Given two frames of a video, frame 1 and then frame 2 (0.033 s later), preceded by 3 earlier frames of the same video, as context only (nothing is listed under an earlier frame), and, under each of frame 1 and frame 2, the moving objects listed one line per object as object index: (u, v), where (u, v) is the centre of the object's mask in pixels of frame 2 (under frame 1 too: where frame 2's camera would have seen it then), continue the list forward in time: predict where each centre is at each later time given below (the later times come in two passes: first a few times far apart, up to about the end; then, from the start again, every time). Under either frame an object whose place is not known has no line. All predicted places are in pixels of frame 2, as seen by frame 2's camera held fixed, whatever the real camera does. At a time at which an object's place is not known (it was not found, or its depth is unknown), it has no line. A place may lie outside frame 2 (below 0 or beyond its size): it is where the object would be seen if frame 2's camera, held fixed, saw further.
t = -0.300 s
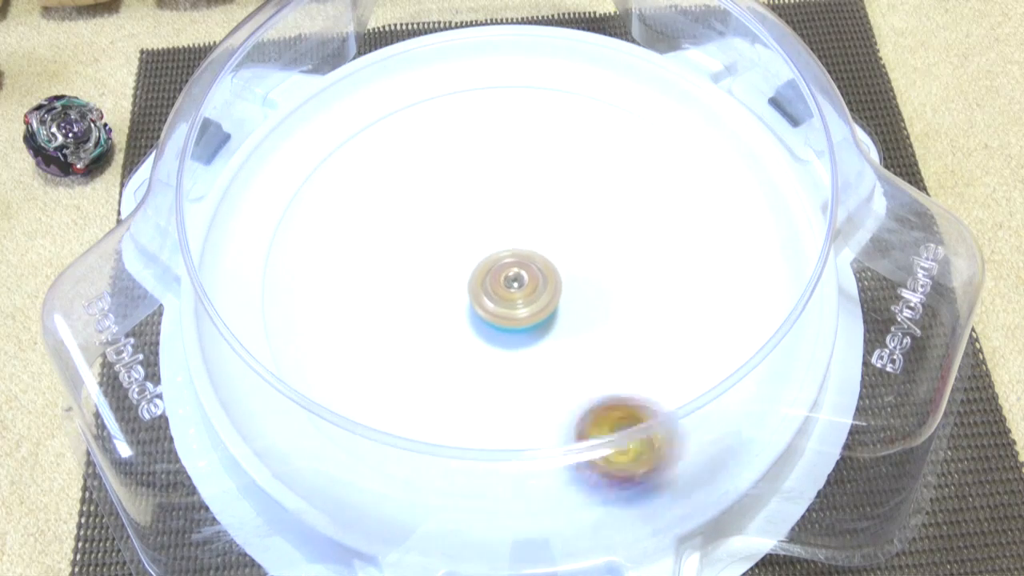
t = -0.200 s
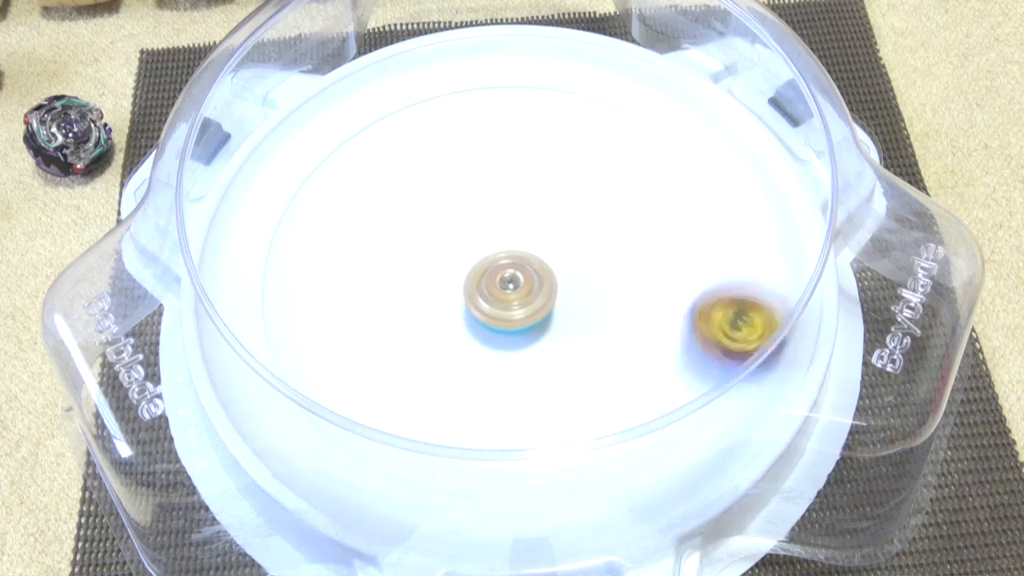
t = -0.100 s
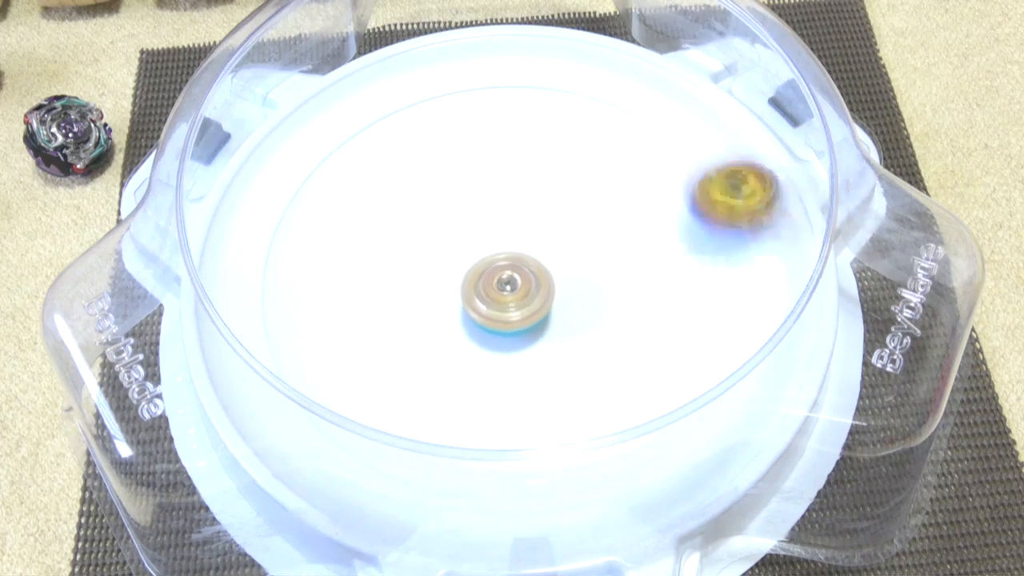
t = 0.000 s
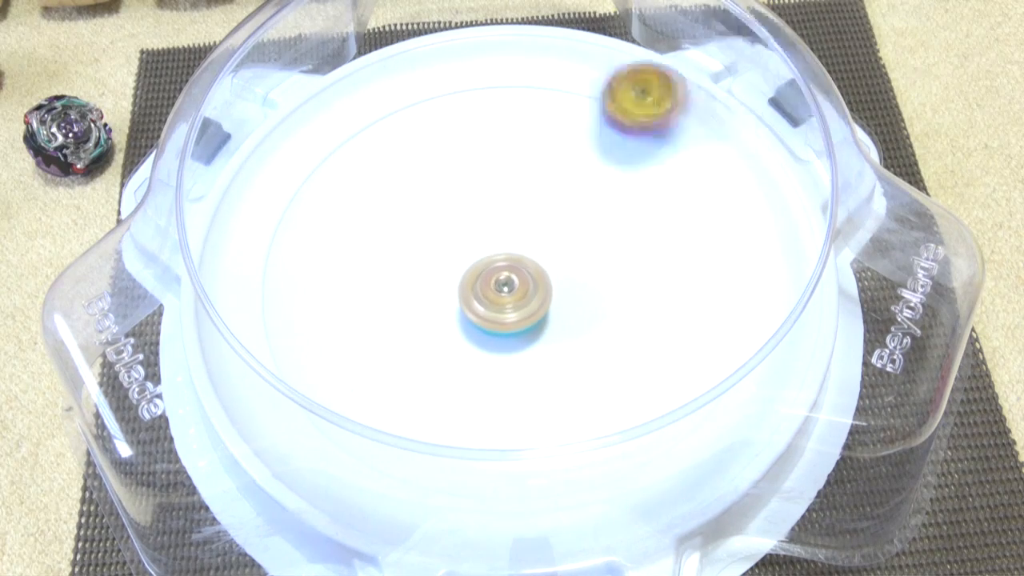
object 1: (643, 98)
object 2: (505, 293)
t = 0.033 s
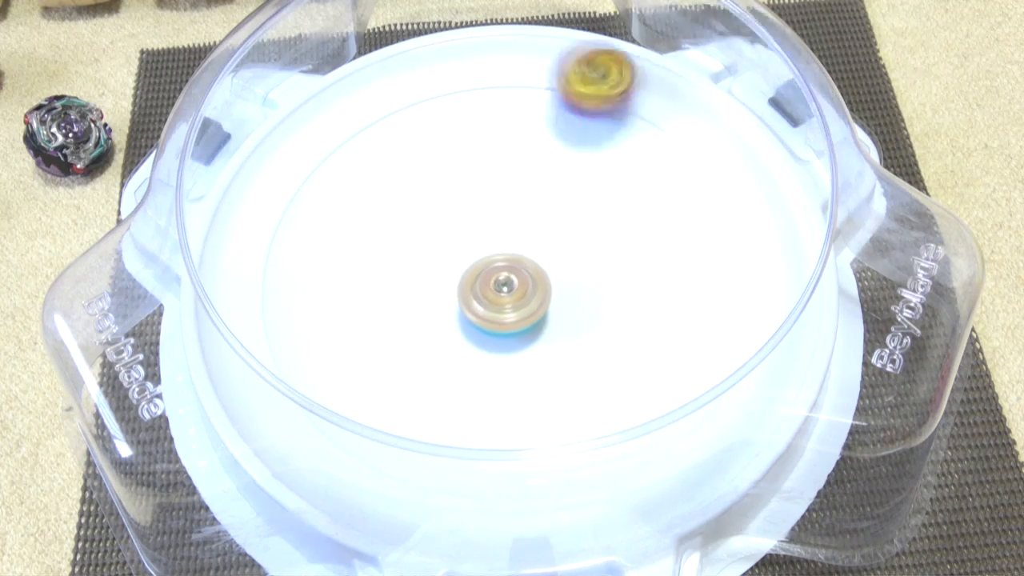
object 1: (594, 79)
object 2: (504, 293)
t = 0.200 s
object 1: (367, 111)
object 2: (502, 290)
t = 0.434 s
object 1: (308, 374)
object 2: (497, 282)
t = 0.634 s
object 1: (586, 447)
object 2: (492, 276)
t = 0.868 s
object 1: (736, 227)
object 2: (490, 270)
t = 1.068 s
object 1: (585, 98)
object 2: (493, 265)
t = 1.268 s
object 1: (374, 153)
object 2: (500, 260)
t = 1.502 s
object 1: (359, 360)
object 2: (509, 255)
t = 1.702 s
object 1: (565, 407)
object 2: (517, 254)
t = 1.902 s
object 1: (670, 272)
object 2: (523, 255)
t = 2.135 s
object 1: (546, 147)
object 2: (528, 259)
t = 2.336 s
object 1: (396, 192)
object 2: (531, 266)
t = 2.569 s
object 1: (402, 353)
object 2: (533, 275)
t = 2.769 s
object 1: (568, 373)
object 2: (532, 280)
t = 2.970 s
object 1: (650, 257)
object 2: (527, 283)
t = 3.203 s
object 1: (535, 154)
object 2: (518, 286)
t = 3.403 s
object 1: (400, 206)
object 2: (509, 287)
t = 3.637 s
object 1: (419, 355)
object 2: (503, 287)
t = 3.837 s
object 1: (588, 360)
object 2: (502, 282)
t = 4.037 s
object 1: (641, 246)
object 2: (500, 274)
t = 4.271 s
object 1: (513, 164)
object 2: (496, 268)
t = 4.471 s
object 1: (395, 229)
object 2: (496, 266)
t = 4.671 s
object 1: (428, 340)
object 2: (506, 267)
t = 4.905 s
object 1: (592, 335)
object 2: (518, 261)
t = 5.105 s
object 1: (615, 226)
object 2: (522, 257)
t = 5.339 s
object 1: (514, 175)
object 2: (506, 264)
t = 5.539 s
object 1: (425, 206)
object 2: (507, 296)
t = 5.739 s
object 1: (428, 284)
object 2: (530, 316)
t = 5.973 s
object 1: (457, 295)
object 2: (592, 317)
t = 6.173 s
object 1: (498, 256)
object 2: (604, 294)
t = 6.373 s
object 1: (506, 222)
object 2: (583, 273)
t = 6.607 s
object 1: (423, 167)
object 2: (575, 295)
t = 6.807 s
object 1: (406, 222)
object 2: (545, 294)
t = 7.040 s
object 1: (418, 226)
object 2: (573, 334)
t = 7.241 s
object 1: (438, 212)
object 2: (573, 326)
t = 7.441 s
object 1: (507, 227)
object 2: (548, 306)
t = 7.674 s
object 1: (539, 142)
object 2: (541, 350)
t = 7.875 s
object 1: (558, 177)
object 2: (525, 330)
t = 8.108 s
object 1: (575, 234)
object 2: (476, 312)
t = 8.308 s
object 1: (565, 271)
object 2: (452, 297)
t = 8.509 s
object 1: (555, 316)
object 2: (430, 265)
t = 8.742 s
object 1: (540, 330)
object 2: (435, 238)
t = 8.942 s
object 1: (513, 308)
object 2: (466, 226)
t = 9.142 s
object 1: (483, 353)
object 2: (509, 173)
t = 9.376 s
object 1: (493, 341)
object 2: (545, 184)
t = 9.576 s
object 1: (514, 320)
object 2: (566, 220)
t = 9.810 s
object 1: (454, 352)
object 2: (606, 257)
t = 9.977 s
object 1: (404, 360)
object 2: (606, 276)
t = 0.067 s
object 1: (551, 72)
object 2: (504, 293)
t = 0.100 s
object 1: (502, 67)
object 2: (503, 293)
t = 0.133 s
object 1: (456, 74)
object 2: (503, 292)
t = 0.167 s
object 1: (411, 87)
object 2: (502, 291)
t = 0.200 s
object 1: (367, 111)
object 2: (502, 290)
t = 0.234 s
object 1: (332, 136)
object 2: (501, 289)
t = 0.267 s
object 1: (299, 170)
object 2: (501, 288)
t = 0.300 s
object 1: (282, 210)
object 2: (500, 287)
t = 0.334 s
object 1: (270, 249)
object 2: (499, 286)
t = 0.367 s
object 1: (273, 297)
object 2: (498, 285)
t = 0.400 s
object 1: (290, 334)
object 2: (497, 284)
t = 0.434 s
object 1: (308, 374)
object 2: (497, 282)
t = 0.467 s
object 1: (342, 406)
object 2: (496, 281)
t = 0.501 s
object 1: (381, 434)
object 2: (495, 280)
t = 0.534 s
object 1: (431, 450)
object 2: (494, 279)
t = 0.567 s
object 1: (479, 461)
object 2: (494, 278)
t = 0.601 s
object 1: (534, 456)
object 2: (493, 277)
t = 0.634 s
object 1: (586, 447)
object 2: (492, 276)
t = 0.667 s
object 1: (630, 423)
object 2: (492, 275)
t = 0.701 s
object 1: (671, 400)
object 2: (491, 274)
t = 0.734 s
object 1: (698, 370)
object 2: (491, 273)
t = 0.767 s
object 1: (723, 330)
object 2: (491, 272)
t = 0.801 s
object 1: (736, 301)
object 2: (490, 271)
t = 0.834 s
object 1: (737, 264)
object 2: (490, 270)
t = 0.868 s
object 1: (736, 227)
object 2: (490, 270)
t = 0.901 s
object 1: (723, 197)
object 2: (490, 269)
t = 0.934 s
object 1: (704, 163)
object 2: (491, 268)
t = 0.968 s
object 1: (684, 141)
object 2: (491, 267)
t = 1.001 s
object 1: (651, 122)
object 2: (492, 266)
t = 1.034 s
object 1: (620, 106)
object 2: (492, 266)
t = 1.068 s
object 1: (585, 98)
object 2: (493, 265)
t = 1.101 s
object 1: (545, 92)
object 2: (494, 264)
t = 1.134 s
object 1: (510, 95)
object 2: (495, 263)
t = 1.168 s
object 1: (469, 104)
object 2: (496, 263)
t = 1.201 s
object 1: (436, 115)
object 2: (497, 262)
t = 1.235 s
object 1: (404, 133)
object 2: (499, 261)
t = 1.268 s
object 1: (374, 153)
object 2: (500, 260)
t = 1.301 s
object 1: (354, 177)
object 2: (501, 259)
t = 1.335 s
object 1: (334, 207)
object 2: (503, 258)
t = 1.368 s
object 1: (323, 236)
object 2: (504, 258)
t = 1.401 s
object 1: (322, 269)
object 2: (505, 257)
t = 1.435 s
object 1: (323, 301)
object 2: (506, 256)
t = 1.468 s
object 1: (337, 331)
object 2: (508, 256)
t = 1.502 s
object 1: (359, 360)
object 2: (509, 255)
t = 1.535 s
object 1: (380, 381)
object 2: (510, 255)
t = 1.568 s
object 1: (418, 397)
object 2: (512, 255)
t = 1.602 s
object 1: (452, 410)
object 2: (513, 254)
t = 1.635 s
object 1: (486, 415)
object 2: (515, 254)
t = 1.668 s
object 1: (526, 413)
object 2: (516, 254)
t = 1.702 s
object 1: (565, 407)
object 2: (517, 254)
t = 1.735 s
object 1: (596, 396)
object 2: (518, 254)
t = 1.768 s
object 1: (623, 376)
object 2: (519, 254)
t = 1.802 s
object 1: (649, 351)
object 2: (520, 254)
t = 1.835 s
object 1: (662, 327)
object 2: (522, 254)
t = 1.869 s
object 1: (670, 303)
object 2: (523, 255)
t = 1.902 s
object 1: (670, 272)
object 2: (523, 255)
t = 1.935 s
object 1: (670, 244)
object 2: (525, 255)
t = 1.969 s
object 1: (660, 222)
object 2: (525, 256)
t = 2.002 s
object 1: (643, 200)
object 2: (526, 256)
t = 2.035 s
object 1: (621, 179)
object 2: (527, 257)
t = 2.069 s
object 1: (600, 165)
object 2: (527, 257)
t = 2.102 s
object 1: (576, 154)
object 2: (528, 258)
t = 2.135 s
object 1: (546, 147)
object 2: (528, 259)
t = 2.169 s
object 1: (515, 143)
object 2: (529, 260)
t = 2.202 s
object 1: (489, 144)
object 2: (529, 261)
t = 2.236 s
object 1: (463, 152)
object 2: (530, 262)
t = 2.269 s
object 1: (436, 164)
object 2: (530, 263)
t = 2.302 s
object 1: (412, 176)
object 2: (531, 265)
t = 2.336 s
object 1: (396, 192)
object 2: (531, 266)
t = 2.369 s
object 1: (383, 214)
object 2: (532, 267)
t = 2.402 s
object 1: (370, 239)
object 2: (532, 269)
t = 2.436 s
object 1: (363, 261)
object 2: (533, 270)
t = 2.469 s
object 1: (364, 284)
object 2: (533, 271)
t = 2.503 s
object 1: (374, 311)
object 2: (533, 273)
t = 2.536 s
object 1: (385, 334)
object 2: (533, 274)
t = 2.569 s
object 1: (402, 353)
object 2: (533, 275)
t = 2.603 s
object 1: (424, 366)
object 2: (533, 275)
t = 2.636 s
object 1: (453, 376)
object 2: (533, 276)
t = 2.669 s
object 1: (486, 386)
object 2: (533, 277)
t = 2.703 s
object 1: (514, 388)
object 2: (532, 278)
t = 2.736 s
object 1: (542, 383)
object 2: (532, 279)
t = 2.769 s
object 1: (568, 373)
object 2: (532, 280)
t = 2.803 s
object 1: (595, 355)
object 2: (531, 281)
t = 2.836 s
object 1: (616, 340)
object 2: (530, 281)
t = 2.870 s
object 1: (634, 320)
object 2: (529, 282)
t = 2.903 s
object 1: (644, 301)
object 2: (529, 282)
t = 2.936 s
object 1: (651, 279)
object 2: (528, 283)
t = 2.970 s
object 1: (650, 257)
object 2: (527, 283)
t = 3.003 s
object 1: (644, 233)
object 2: (526, 284)
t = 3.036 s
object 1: (634, 210)
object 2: (524, 284)
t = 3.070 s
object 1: (621, 192)
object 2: (523, 285)
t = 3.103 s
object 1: (604, 177)
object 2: (522, 285)
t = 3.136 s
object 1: (585, 165)
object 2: (521, 286)
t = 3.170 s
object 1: (562, 157)
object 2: (520, 286)
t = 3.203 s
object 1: (535, 154)
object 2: (518, 286)
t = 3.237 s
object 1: (509, 153)
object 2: (517, 287)
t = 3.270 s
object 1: (481, 157)
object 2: (515, 287)
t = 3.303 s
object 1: (456, 164)
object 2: (513, 287)
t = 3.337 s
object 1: (434, 173)
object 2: (512, 286)
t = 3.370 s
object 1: (415, 187)
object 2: (510, 287)
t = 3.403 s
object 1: (400, 206)
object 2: (509, 287)
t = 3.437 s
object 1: (387, 230)
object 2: (508, 287)
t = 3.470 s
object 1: (377, 253)
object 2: (506, 287)
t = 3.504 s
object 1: (373, 277)
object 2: (506, 287)
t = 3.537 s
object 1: (376, 300)
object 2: (505, 287)
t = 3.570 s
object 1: (385, 320)
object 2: (504, 287)
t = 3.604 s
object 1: (400, 339)
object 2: (504, 287)
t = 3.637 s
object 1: (419, 355)
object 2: (503, 287)
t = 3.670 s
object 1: (446, 367)
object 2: (503, 286)
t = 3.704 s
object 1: (475, 376)
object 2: (503, 286)
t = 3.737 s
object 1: (507, 381)
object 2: (503, 285)
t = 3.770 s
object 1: (536, 379)
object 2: (503, 284)
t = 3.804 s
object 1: (564, 372)
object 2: (502, 283)
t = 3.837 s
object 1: (588, 360)
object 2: (502, 282)
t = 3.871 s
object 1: (609, 345)
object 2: (502, 281)
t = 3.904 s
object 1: (624, 328)
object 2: (502, 279)
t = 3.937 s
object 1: (636, 308)
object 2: (501, 278)
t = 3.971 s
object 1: (643, 287)
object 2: (501, 277)
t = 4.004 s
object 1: (645, 266)
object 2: (500, 276)
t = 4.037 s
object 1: (641, 246)
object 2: (500, 274)
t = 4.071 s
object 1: (633, 226)
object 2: (499, 273)
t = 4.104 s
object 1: (619, 208)
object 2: (499, 272)
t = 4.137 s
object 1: (603, 193)
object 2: (498, 271)
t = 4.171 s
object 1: (583, 180)
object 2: (498, 270)
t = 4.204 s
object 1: (561, 171)
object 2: (497, 269)
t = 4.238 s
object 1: (537, 165)
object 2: (497, 268)
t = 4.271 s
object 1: (513, 164)
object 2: (496, 268)
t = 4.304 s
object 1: (489, 166)
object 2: (496, 267)
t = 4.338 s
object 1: (466, 172)
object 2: (496, 267)
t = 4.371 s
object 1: (444, 183)
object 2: (496, 266)
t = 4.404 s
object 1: (425, 195)
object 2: (496, 266)
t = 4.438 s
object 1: (408, 211)
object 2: (496, 266)
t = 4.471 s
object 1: (395, 229)
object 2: (496, 266)
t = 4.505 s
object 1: (388, 248)
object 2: (497, 266)
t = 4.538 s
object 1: (386, 268)
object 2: (498, 267)
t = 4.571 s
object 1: (388, 288)
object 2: (500, 267)
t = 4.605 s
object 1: (397, 307)
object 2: (502, 267)
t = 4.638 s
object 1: (410, 325)
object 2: (504, 267)
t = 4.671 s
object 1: (428, 340)
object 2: (506, 267)
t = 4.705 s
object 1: (448, 352)
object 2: (507, 266)
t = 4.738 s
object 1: (473, 361)
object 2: (510, 266)
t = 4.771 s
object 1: (498, 365)
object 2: (512, 265)
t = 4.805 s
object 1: (524, 364)
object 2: (513, 264)
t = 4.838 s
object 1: (549, 359)
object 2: (515, 263)
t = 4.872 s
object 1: (572, 349)
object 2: (517, 262)
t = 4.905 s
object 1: (592, 335)
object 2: (518, 261)
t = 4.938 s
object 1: (608, 319)
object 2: (519, 260)
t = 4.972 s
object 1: (620, 301)
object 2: (520, 259)
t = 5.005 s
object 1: (626, 281)
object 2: (521, 259)
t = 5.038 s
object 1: (628, 262)
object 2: (521, 258)
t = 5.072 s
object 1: (624, 243)
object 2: (521, 257)
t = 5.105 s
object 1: (615, 226)
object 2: (522, 257)
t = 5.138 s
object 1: (607, 210)
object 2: (519, 257)
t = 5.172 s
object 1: (596, 198)
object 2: (516, 257)
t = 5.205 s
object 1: (582, 186)
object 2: (514, 257)
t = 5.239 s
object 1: (568, 180)
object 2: (512, 259)
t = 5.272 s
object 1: (551, 175)
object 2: (509, 260)
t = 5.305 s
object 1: (532, 174)
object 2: (508, 262)
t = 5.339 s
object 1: (514, 175)
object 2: (506, 264)
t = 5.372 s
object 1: (497, 179)
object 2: (504, 267)
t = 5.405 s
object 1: (479, 179)
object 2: (503, 275)
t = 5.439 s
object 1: (463, 181)
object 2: (503, 283)
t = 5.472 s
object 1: (448, 185)
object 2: (503, 288)
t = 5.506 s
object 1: (435, 194)
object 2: (505, 292)
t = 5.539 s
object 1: (425, 206)
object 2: (507, 296)
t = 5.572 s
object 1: (419, 220)
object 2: (509, 299)
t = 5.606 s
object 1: (418, 236)
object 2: (511, 303)
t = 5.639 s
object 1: (419, 251)
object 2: (513, 305)
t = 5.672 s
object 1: (425, 266)
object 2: (516, 308)
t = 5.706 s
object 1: (429, 277)
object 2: (522, 311)
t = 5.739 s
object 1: (428, 284)
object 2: (530, 316)
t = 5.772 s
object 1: (432, 293)
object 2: (537, 318)
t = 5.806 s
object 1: (442, 302)
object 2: (542, 318)
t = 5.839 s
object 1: (447, 304)
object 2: (557, 321)
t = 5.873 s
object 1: (448, 300)
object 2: (570, 322)
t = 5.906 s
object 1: (447, 298)
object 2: (580, 321)
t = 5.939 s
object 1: (449, 296)
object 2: (586, 320)
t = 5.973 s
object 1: (457, 295)
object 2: (592, 317)
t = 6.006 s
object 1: (465, 290)
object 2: (595, 314)
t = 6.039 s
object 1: (472, 283)
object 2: (599, 310)
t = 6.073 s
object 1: (476, 277)
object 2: (601, 307)
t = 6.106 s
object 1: (484, 274)
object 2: (604, 302)
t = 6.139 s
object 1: (493, 265)
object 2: (604, 298)
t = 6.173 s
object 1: (498, 256)
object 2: (604, 294)
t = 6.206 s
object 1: (499, 249)
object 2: (603, 290)
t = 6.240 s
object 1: (504, 244)
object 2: (601, 286)
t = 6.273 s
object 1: (509, 236)
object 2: (598, 282)
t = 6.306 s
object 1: (509, 228)
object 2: (594, 279)
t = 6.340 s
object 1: (506, 224)
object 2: (589, 276)
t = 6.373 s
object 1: (506, 222)
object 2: (583, 273)
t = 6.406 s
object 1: (503, 214)
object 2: (582, 275)
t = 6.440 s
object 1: (483, 195)
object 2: (585, 285)
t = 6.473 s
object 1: (466, 183)
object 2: (586, 291)
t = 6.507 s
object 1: (457, 176)
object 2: (585, 293)
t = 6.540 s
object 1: (443, 168)
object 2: (582, 294)
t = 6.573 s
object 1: (429, 166)
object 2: (579, 295)
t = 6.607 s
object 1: (423, 167)
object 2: (575, 295)
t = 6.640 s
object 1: (413, 167)
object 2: (571, 294)
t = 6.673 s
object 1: (403, 173)
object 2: (566, 294)
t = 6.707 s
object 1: (401, 183)
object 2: (561, 294)
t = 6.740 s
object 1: (399, 191)
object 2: (556, 294)
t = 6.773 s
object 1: (398, 205)
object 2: (550, 294)
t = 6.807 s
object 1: (406, 222)
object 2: (545, 294)
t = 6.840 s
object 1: (417, 232)
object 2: (539, 293)
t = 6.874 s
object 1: (425, 246)
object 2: (533, 292)
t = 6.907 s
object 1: (440, 258)
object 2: (532, 295)
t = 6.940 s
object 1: (433, 244)
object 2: (548, 310)
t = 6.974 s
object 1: (426, 240)
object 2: (560, 322)
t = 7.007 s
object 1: (424, 229)
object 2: (568, 330)
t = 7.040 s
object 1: (418, 226)
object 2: (573, 334)
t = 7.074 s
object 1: (421, 220)
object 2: (575, 335)
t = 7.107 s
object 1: (419, 216)
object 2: (576, 335)
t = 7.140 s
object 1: (426, 215)
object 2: (576, 333)
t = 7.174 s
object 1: (425, 212)
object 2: (576, 331)
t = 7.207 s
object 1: (434, 215)
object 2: (575, 329)
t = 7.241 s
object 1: (438, 212)
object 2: (573, 326)
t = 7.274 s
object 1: (448, 217)
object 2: (570, 323)
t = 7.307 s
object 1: (456, 215)
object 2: (567, 320)
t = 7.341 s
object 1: (465, 222)
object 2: (563, 317)
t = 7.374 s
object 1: (480, 221)
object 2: (558, 313)
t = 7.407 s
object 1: (490, 228)
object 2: (553, 308)
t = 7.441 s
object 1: (507, 227)
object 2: (548, 306)
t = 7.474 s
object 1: (513, 211)
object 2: (549, 323)
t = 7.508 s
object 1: (518, 185)
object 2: (548, 337)
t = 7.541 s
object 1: (523, 173)
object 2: (546, 346)
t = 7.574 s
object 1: (525, 156)
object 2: (544, 350)
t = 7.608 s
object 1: (532, 151)
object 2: (543, 351)
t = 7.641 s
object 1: (532, 145)
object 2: (542, 351)
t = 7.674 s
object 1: (539, 142)
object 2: (541, 350)
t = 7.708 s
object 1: (539, 146)
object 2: (540, 348)
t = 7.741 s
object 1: (545, 145)
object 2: (538, 346)
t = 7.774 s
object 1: (549, 154)
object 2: (535, 343)
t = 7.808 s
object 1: (552, 157)
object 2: (532, 339)
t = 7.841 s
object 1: (559, 169)
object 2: (529, 335)
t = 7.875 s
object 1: (558, 177)
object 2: (525, 330)
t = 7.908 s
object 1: (564, 188)
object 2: (522, 326)
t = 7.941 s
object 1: (561, 203)
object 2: (518, 321)
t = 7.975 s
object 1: (563, 212)
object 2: (514, 315)
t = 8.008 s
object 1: (560, 228)
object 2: (510, 310)
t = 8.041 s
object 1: (563, 231)
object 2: (501, 309)
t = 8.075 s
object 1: (574, 234)
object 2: (487, 312)
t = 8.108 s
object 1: (575, 234)
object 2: (476, 312)
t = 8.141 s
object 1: (580, 238)
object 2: (469, 310)
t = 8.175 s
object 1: (578, 246)
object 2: (465, 308)
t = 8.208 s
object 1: (576, 249)
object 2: (461, 305)
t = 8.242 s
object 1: (575, 257)
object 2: (457, 303)
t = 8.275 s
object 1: (567, 263)
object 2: (454, 300)
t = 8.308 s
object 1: (565, 271)
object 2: (452, 297)
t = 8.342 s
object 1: (556, 279)
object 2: (450, 293)
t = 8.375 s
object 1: (552, 282)
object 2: (448, 289)
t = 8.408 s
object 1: (548, 290)
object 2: (448, 285)
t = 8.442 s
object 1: (546, 298)
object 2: (441, 278)
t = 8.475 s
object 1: (554, 306)
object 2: (433, 271)
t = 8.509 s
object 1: (555, 316)
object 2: (430, 265)
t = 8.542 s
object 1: (555, 317)
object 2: (428, 260)
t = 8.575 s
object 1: (559, 322)
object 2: (427, 256)
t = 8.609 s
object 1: (553, 327)
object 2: (427, 251)
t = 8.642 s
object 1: (553, 326)
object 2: (429, 247)
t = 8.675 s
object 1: (553, 331)
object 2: (430, 244)
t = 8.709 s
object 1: (544, 331)
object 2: (433, 240)
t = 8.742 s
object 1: (540, 330)
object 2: (435, 238)
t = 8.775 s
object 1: (539, 332)
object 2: (439, 235)
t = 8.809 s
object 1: (528, 328)
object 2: (443, 233)
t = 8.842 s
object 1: (527, 324)
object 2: (448, 231)
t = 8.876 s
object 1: (523, 323)
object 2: (454, 229)
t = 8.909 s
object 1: (514, 315)
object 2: (460, 227)
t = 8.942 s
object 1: (513, 308)
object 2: (466, 226)
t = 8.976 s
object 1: (507, 305)
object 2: (473, 226)
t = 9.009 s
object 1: (498, 305)
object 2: (480, 221)
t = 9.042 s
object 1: (495, 326)
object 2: (487, 201)
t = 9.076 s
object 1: (494, 341)
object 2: (495, 187)
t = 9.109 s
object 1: (485, 349)
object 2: (503, 177)
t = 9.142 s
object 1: (483, 353)
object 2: (509, 173)
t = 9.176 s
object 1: (485, 359)
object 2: (514, 172)
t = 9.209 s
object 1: (483, 359)
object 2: (519, 172)
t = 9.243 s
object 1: (481, 353)
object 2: (525, 173)
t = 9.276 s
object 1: (485, 350)
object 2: (530, 174)
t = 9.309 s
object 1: (489, 349)
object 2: (535, 177)
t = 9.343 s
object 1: (489, 347)
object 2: (540, 180)
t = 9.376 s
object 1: (493, 341)
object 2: (545, 184)
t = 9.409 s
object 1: (497, 341)
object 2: (549, 189)
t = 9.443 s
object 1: (497, 341)
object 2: (554, 194)
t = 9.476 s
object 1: (499, 330)
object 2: (557, 200)
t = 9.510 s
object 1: (506, 323)
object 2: (560, 206)
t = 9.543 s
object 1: (512, 320)
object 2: (563, 212)
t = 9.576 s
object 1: (514, 320)
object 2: (566, 220)
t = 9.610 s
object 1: (518, 314)
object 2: (567, 228)
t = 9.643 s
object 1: (525, 312)
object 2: (567, 236)
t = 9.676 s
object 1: (527, 315)
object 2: (568, 244)
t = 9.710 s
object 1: (518, 320)
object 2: (569, 254)
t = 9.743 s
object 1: (494, 328)
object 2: (578, 259)
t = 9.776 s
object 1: (472, 341)
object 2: (594, 257)
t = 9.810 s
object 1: (454, 352)
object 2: (606, 257)
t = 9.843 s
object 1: (437, 361)
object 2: (612, 259)
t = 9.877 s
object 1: (425, 363)
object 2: (613, 263)
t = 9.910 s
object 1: (414, 363)
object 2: (612, 267)
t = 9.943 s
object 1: (406, 363)
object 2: (609, 272)
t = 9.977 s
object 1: (404, 360)
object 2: (606, 276)
